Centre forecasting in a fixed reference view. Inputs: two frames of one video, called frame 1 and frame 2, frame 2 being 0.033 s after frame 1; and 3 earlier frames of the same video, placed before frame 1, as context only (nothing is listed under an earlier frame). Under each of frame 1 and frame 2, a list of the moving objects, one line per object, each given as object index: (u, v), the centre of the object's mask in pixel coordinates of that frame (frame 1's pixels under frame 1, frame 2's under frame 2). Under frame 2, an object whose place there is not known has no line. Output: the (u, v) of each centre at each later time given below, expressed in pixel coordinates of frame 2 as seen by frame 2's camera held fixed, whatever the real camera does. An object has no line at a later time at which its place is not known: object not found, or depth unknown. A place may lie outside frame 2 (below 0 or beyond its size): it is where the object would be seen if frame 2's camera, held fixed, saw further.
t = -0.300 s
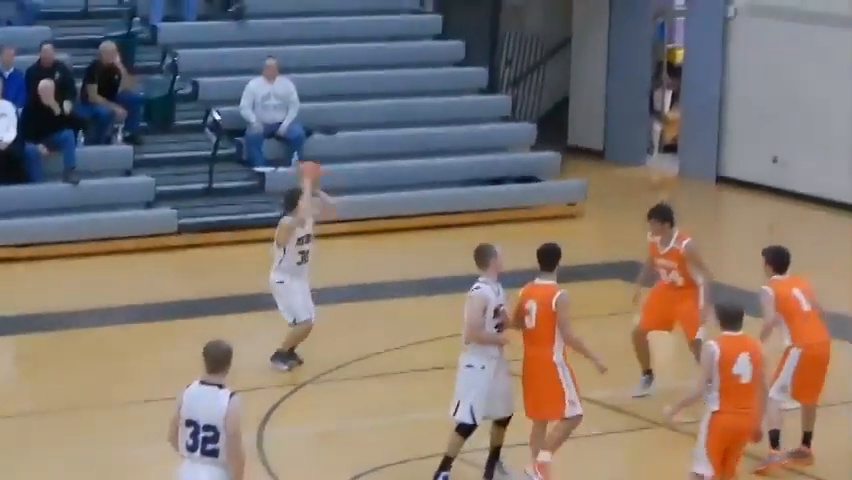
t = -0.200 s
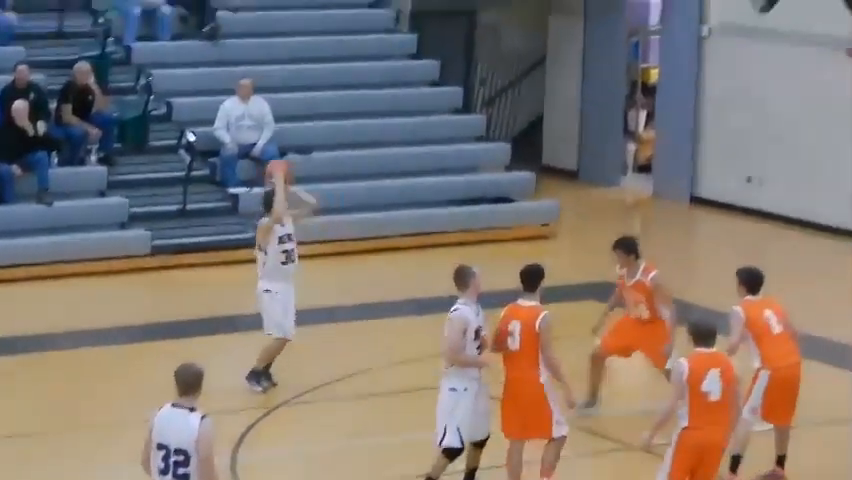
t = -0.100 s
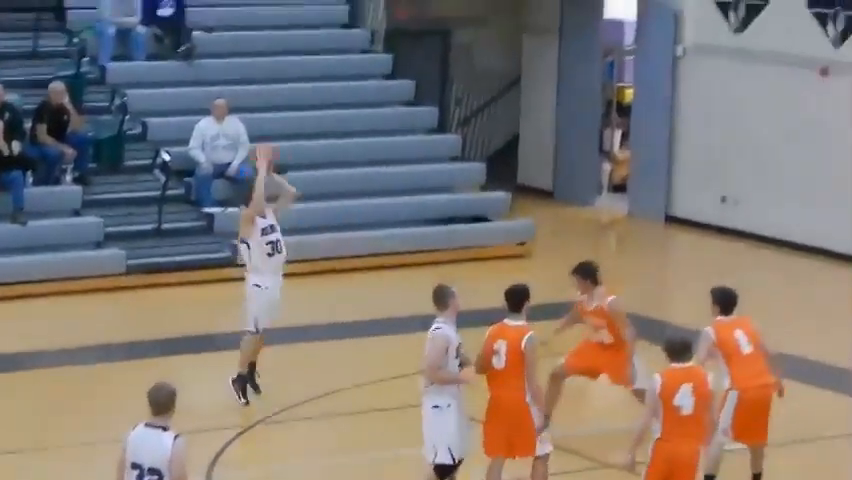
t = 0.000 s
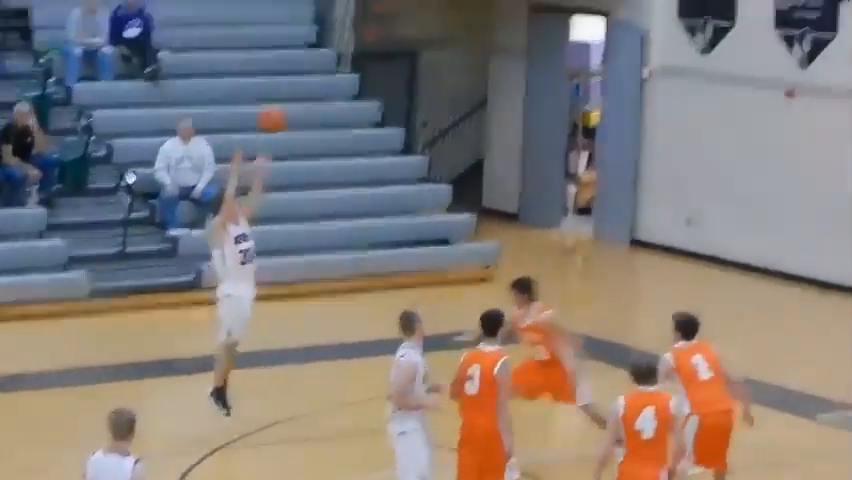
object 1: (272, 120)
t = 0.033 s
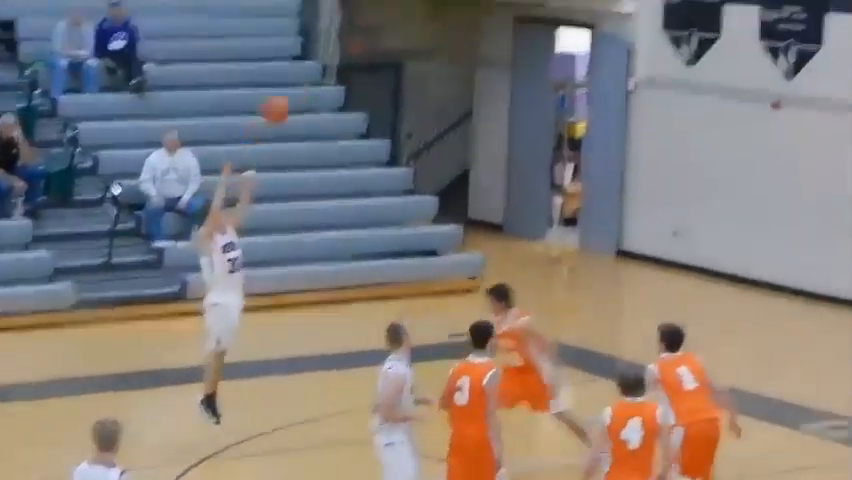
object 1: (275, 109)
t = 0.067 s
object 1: (294, 91)
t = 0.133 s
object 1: (331, 57)
